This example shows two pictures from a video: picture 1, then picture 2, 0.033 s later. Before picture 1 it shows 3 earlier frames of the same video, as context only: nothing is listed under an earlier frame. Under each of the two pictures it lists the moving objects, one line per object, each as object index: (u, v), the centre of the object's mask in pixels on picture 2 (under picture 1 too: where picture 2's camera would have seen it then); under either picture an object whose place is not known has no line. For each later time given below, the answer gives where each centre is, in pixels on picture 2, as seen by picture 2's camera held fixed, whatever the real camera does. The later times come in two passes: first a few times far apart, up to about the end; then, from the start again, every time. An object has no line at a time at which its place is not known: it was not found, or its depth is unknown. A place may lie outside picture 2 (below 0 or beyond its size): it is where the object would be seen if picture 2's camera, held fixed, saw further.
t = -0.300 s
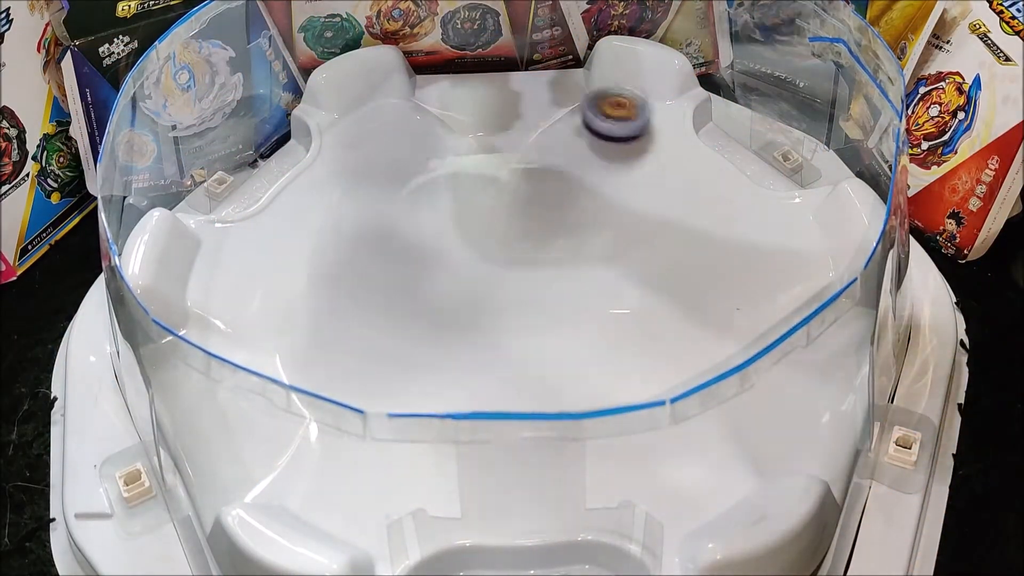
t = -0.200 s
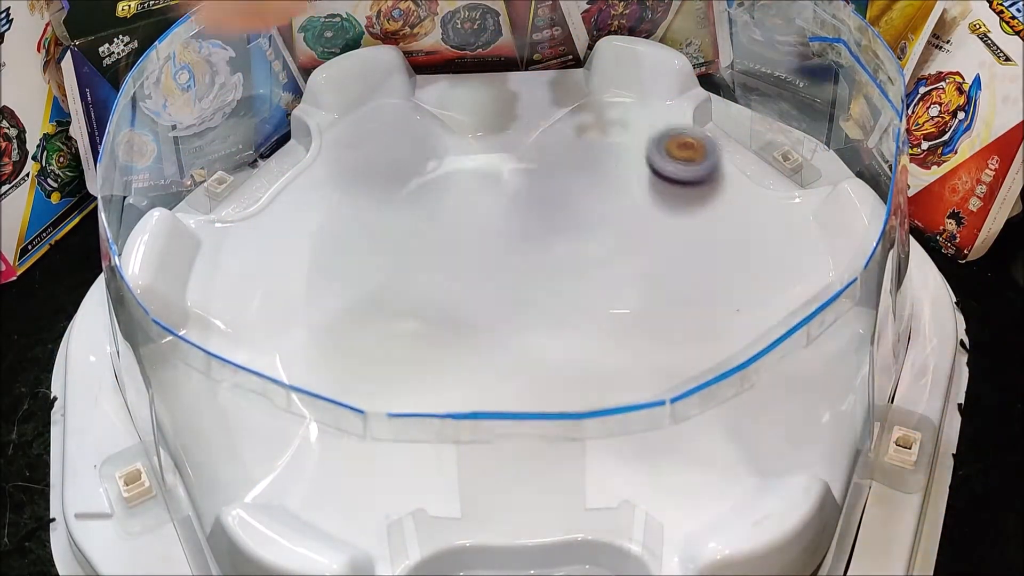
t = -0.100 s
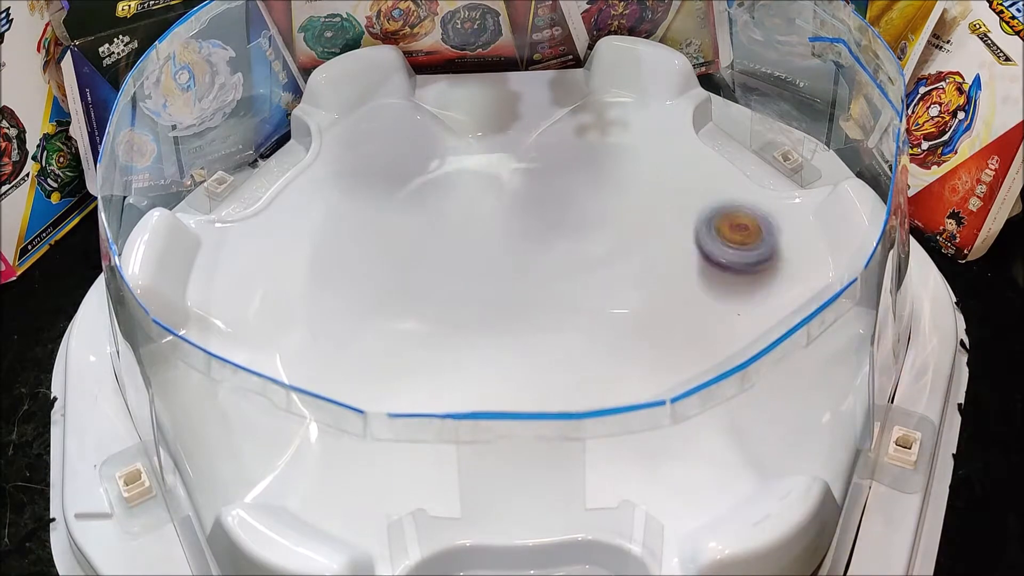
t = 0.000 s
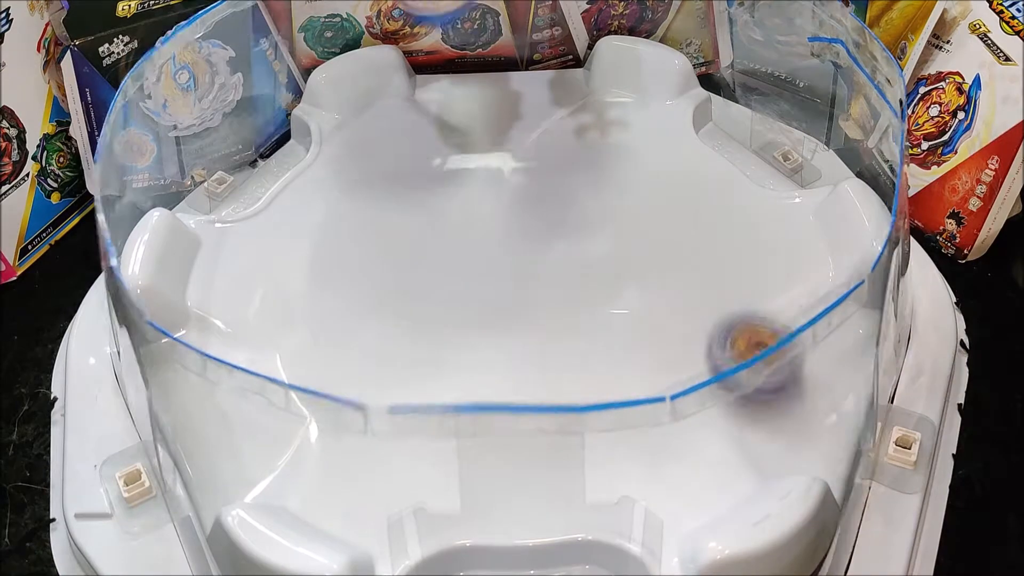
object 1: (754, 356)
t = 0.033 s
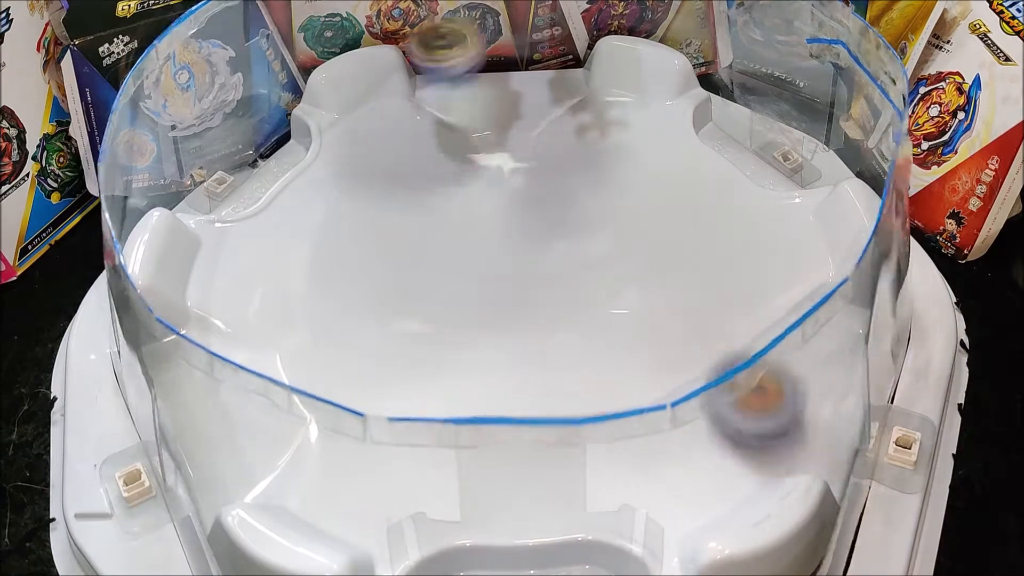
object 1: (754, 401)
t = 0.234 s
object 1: (596, 463)
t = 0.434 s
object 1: (362, 369)
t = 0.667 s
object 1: (318, 151)
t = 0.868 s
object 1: (492, 75)
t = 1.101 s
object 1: (405, 142)
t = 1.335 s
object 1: (239, 225)
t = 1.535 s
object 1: (381, 302)
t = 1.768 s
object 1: (592, 297)
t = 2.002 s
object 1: (647, 299)
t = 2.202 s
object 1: (414, 311)
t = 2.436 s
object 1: (223, 255)
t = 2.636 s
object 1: (236, 195)
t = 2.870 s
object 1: (314, 193)
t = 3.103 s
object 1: (414, 177)
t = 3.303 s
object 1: (510, 180)
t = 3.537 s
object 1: (610, 207)
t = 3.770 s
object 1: (688, 237)
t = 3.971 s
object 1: (730, 282)
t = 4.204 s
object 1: (756, 350)
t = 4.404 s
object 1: (787, 401)
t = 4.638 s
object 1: (809, 429)
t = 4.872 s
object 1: (769, 408)
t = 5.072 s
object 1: (720, 375)
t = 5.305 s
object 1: (737, 293)
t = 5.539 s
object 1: (734, 220)
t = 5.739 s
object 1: (714, 187)
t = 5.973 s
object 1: (690, 175)
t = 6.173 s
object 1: (671, 178)
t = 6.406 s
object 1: (647, 191)
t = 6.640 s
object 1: (622, 210)
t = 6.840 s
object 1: (550, 245)
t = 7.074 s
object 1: (544, 185)
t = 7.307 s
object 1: (542, 216)
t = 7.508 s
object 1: (533, 222)
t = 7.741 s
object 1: (513, 235)
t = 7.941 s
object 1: (469, 255)
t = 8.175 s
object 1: (442, 262)
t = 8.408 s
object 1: (444, 327)
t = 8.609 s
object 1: (541, 387)
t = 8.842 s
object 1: (703, 438)
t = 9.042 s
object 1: (708, 444)
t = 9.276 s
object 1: (671, 388)
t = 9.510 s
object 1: (638, 300)
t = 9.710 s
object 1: (601, 237)
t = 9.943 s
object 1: (544, 205)
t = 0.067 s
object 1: (751, 432)
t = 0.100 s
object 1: (729, 427)
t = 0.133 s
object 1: (699, 430)
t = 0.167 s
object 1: (667, 446)
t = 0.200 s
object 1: (633, 466)
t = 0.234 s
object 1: (596, 463)
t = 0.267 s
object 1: (556, 461)
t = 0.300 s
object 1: (516, 451)
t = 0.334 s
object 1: (472, 438)
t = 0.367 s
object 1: (432, 421)
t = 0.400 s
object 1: (398, 398)
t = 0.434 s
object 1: (362, 369)
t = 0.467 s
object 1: (333, 338)
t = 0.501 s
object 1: (313, 306)
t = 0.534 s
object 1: (299, 271)
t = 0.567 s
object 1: (295, 240)
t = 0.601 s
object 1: (297, 209)
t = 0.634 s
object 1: (304, 180)
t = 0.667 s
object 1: (318, 151)
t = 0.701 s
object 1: (332, 127)
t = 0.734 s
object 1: (360, 106)
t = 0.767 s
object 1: (394, 91)
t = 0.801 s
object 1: (429, 87)
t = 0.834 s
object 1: (461, 82)
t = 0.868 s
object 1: (492, 75)
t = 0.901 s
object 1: (522, 68)
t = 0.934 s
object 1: (554, 67)
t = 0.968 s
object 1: (542, 69)
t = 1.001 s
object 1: (512, 83)
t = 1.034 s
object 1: (484, 108)
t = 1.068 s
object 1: (448, 128)
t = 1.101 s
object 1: (405, 142)
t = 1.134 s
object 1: (365, 154)
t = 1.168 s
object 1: (328, 170)
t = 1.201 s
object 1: (293, 184)
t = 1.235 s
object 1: (263, 197)
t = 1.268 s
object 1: (240, 211)
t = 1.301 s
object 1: (229, 220)
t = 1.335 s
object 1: (239, 225)
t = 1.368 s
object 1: (255, 243)
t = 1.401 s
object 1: (274, 262)
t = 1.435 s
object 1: (296, 271)
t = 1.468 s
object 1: (322, 283)
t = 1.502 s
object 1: (350, 294)
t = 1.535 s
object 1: (381, 302)
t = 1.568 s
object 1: (412, 308)
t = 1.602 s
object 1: (448, 312)
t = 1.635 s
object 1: (479, 312)
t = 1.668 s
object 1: (511, 312)
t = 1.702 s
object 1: (540, 309)
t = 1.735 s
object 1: (568, 305)
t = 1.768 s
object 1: (592, 297)
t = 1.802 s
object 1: (612, 294)
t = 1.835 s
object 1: (628, 291)
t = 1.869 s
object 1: (639, 287)
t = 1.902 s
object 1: (647, 287)
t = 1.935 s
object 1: (651, 289)
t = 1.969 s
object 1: (651, 293)
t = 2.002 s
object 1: (647, 299)
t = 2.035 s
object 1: (638, 307)
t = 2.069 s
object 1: (561, 317)
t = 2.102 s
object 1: (523, 319)
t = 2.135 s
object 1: (486, 319)
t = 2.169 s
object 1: (448, 315)
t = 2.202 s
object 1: (414, 311)
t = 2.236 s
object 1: (383, 304)
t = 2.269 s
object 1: (351, 295)
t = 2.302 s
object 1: (321, 287)
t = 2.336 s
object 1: (293, 279)
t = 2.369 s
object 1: (267, 272)
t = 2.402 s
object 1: (245, 263)
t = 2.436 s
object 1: (223, 255)
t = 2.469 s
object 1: (211, 245)
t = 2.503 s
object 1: (213, 229)
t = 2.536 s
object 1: (216, 217)
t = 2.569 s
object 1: (222, 206)
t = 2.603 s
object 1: (228, 199)
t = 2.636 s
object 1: (236, 195)
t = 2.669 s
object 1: (244, 193)
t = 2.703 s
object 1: (253, 196)
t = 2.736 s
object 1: (264, 200)
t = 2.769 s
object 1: (275, 208)
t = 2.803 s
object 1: (287, 204)
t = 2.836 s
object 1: (300, 197)
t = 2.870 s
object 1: (314, 193)
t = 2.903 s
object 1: (328, 191)
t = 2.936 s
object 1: (342, 190)
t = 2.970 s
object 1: (355, 186)
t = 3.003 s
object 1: (370, 184)
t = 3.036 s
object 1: (385, 181)
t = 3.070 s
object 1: (400, 180)
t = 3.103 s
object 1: (414, 177)
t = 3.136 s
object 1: (430, 177)
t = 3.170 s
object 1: (445, 176)
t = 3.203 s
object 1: (462, 177)
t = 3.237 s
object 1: (478, 179)
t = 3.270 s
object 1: (494, 180)
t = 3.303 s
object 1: (510, 180)
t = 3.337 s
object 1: (525, 181)
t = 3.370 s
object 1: (540, 184)
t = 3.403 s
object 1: (554, 189)
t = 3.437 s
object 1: (568, 192)
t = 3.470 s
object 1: (583, 197)
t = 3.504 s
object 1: (596, 201)
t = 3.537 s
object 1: (610, 207)
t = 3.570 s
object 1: (623, 213)
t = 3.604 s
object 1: (635, 215)
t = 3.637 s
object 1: (647, 218)
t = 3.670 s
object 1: (659, 221)
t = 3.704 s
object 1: (669, 225)
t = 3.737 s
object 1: (679, 231)
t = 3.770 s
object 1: (688, 237)
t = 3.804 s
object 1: (697, 243)
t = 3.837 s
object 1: (704, 249)
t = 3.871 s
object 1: (712, 257)
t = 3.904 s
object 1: (718, 265)
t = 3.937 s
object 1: (725, 273)
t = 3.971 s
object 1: (730, 282)
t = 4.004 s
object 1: (735, 291)
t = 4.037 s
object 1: (741, 301)
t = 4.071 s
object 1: (743, 311)
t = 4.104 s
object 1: (744, 319)
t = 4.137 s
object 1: (744, 326)
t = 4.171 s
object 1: (752, 339)
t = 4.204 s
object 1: (756, 350)
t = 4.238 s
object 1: (760, 359)
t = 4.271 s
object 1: (764, 366)
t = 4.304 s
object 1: (769, 375)
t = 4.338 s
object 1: (775, 383)
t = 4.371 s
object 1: (783, 393)
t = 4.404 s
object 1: (787, 401)
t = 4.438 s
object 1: (791, 408)
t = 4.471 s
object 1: (794, 414)
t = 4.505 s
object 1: (799, 420)
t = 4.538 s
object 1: (804, 426)
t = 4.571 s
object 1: (811, 433)
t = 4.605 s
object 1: (812, 431)
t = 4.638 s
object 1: (809, 429)
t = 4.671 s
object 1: (803, 425)
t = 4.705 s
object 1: (798, 423)
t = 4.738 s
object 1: (793, 420)
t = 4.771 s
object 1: (787, 418)
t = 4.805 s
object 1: (783, 415)
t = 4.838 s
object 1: (777, 412)
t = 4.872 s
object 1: (769, 408)
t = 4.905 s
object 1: (764, 405)
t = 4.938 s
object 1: (755, 399)
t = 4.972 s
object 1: (747, 395)
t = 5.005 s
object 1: (739, 390)
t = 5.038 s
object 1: (730, 383)
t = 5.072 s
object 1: (720, 375)
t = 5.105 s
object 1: (710, 367)
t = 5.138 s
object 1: (700, 355)
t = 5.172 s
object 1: (711, 344)
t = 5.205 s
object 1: (722, 330)
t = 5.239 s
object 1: (730, 317)
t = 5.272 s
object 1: (735, 305)
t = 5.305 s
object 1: (737, 293)
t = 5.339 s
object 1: (740, 279)
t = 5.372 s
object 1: (741, 266)
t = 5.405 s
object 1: (741, 255)
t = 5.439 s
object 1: (741, 244)
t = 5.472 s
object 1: (739, 236)
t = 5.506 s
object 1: (737, 227)
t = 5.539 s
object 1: (734, 220)
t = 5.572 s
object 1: (731, 211)
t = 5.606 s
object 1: (728, 205)
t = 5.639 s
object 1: (725, 199)
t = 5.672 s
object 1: (721, 194)
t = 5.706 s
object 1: (718, 190)
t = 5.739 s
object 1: (714, 187)
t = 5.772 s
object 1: (711, 184)
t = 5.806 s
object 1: (707, 181)
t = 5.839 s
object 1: (703, 179)
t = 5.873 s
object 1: (700, 177)
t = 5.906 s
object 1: (697, 176)
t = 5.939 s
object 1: (694, 175)
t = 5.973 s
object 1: (690, 175)
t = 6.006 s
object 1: (687, 175)
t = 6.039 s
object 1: (684, 175)
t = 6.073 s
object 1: (680, 175)
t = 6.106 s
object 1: (677, 176)
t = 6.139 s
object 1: (674, 176)
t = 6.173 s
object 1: (671, 178)
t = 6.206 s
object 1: (668, 179)
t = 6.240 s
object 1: (664, 181)
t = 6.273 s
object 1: (661, 183)
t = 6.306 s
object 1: (658, 184)
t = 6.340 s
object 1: (655, 186)
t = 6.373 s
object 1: (651, 188)
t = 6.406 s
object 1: (647, 191)
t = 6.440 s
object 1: (645, 194)
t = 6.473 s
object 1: (641, 196)
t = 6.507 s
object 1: (638, 199)
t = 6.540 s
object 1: (634, 201)
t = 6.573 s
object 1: (630, 204)
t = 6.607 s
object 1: (626, 207)
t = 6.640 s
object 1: (622, 210)
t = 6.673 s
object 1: (614, 215)
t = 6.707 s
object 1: (604, 223)
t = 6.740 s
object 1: (593, 230)
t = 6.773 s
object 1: (581, 236)
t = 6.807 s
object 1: (565, 242)
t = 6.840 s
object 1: (550, 245)
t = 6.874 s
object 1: (541, 241)
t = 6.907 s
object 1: (542, 228)
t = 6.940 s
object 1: (543, 215)
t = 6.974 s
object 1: (542, 204)
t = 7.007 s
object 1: (542, 194)
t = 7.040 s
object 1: (543, 189)
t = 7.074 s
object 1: (544, 185)
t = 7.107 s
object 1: (546, 182)
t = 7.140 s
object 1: (548, 182)
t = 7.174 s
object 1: (549, 184)
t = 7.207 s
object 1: (550, 187)
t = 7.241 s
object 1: (549, 193)
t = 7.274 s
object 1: (546, 203)
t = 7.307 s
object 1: (542, 216)
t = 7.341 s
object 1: (535, 227)
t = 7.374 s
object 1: (526, 239)
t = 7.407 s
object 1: (520, 245)
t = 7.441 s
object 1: (526, 234)
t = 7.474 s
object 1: (530, 229)
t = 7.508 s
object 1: (533, 222)
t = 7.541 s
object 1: (532, 219)
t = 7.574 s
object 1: (531, 219)
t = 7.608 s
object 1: (529, 220)
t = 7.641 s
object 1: (527, 221)
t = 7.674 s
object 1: (523, 225)
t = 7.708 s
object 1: (519, 230)
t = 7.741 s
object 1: (513, 235)
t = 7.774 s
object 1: (507, 240)
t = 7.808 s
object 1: (500, 244)
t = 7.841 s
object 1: (492, 248)
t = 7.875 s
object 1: (484, 250)
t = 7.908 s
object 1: (476, 253)
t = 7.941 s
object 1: (469, 255)
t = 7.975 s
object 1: (464, 256)
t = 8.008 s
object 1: (460, 256)
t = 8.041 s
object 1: (456, 256)
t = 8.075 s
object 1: (453, 257)
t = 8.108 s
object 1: (449, 256)
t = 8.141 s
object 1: (445, 259)
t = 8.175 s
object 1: (442, 262)
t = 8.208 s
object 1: (441, 267)
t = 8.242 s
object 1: (442, 281)
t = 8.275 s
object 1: (443, 293)
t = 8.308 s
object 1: (444, 304)
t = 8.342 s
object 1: (443, 313)
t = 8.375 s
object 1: (443, 321)
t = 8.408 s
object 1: (444, 327)
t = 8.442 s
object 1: (442, 334)
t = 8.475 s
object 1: (441, 338)
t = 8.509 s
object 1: (438, 339)
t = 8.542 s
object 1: (467, 360)
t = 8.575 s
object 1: (505, 378)
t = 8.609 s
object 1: (541, 387)
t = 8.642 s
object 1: (579, 402)
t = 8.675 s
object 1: (613, 409)
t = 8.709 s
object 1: (640, 417)
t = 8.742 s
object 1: (661, 423)
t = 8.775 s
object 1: (680, 428)
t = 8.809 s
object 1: (694, 436)
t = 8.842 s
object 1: (703, 438)
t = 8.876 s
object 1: (708, 440)
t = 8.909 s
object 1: (711, 445)
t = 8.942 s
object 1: (711, 446)
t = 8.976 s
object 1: (713, 446)
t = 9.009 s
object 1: (711, 445)
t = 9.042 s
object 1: (708, 444)
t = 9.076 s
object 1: (705, 439)
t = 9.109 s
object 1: (701, 435)
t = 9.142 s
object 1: (695, 429)
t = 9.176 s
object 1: (688, 421)
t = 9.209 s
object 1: (682, 410)
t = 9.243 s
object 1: (676, 399)
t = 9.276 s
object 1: (671, 388)
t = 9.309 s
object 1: (663, 372)
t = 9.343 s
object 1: (662, 364)
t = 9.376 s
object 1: (660, 352)
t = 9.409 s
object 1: (654, 338)
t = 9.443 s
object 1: (649, 325)
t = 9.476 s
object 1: (644, 313)
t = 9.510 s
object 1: (638, 300)
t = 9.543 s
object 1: (631, 288)
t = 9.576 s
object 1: (622, 277)
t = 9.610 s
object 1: (614, 268)
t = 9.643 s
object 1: (609, 256)
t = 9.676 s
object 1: (605, 243)
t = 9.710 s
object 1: (601, 237)
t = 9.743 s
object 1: (594, 228)
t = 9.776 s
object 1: (587, 221)
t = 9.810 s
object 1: (579, 215)
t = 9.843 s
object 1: (571, 210)
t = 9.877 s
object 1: (562, 206)
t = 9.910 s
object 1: (553, 205)
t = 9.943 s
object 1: (544, 205)
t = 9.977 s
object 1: (534, 205)
